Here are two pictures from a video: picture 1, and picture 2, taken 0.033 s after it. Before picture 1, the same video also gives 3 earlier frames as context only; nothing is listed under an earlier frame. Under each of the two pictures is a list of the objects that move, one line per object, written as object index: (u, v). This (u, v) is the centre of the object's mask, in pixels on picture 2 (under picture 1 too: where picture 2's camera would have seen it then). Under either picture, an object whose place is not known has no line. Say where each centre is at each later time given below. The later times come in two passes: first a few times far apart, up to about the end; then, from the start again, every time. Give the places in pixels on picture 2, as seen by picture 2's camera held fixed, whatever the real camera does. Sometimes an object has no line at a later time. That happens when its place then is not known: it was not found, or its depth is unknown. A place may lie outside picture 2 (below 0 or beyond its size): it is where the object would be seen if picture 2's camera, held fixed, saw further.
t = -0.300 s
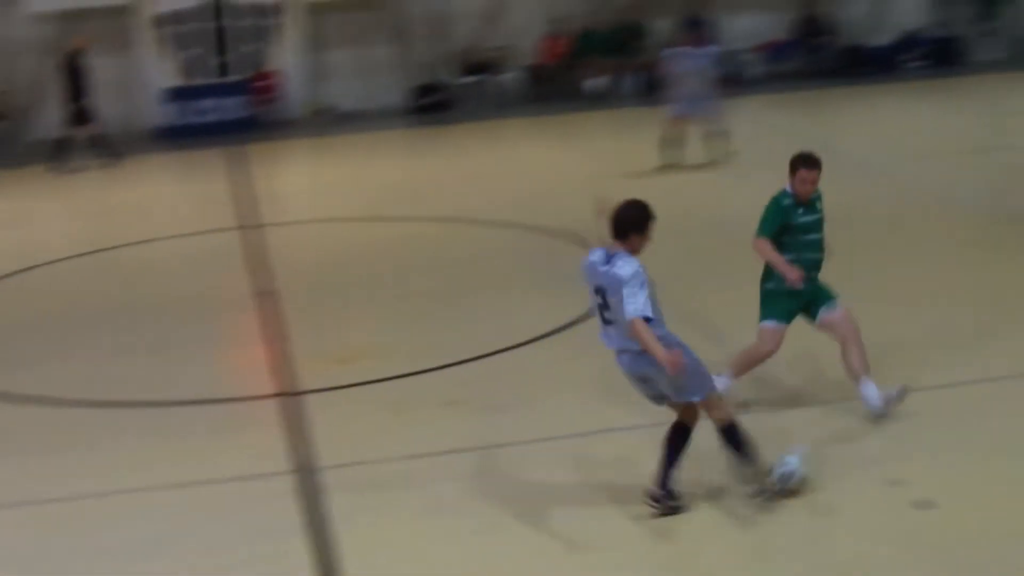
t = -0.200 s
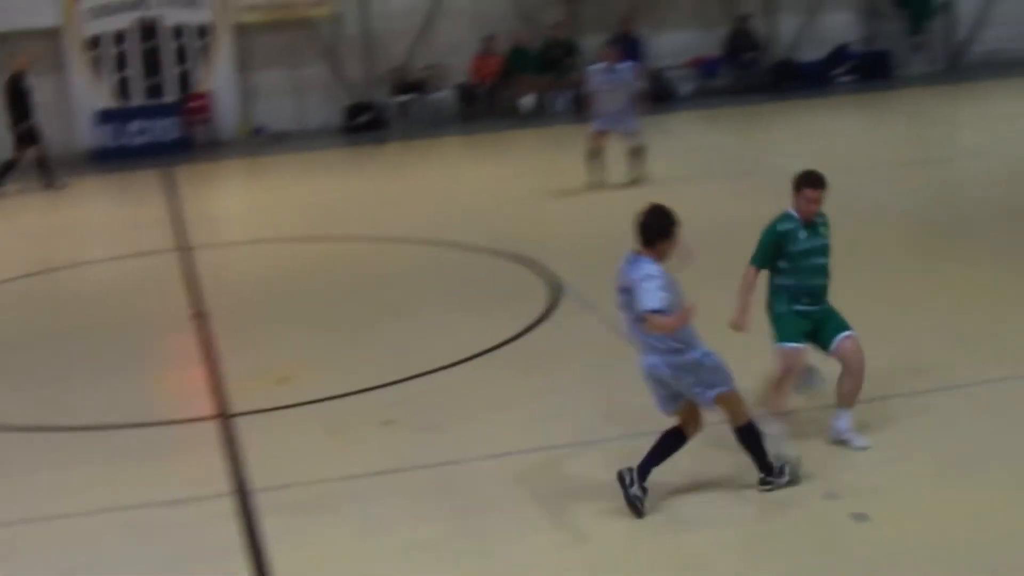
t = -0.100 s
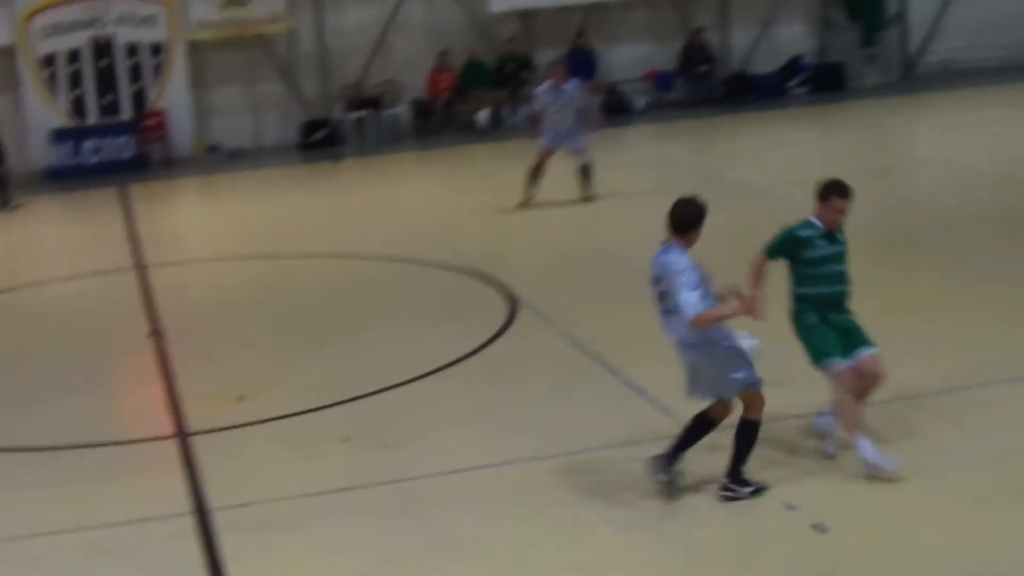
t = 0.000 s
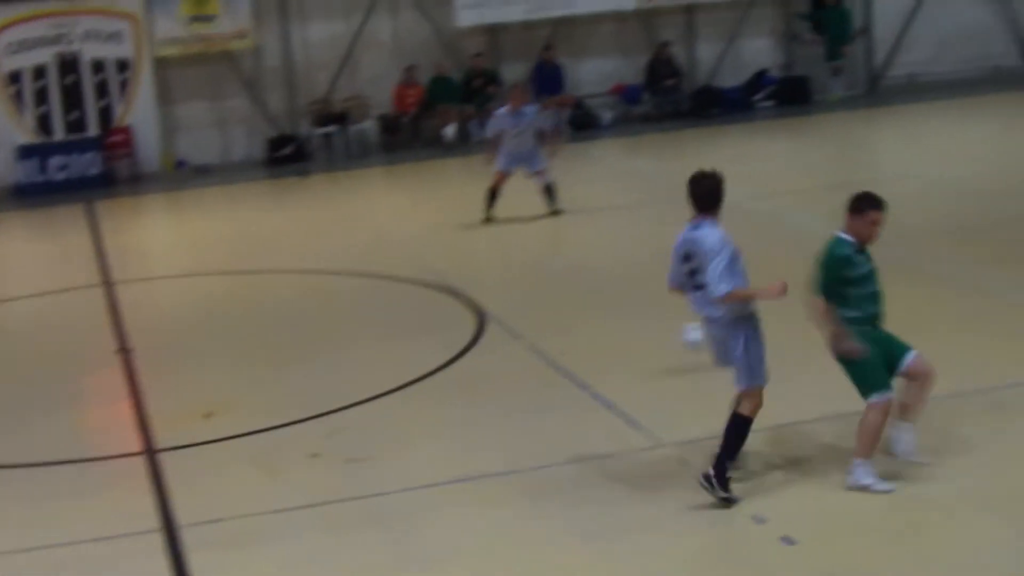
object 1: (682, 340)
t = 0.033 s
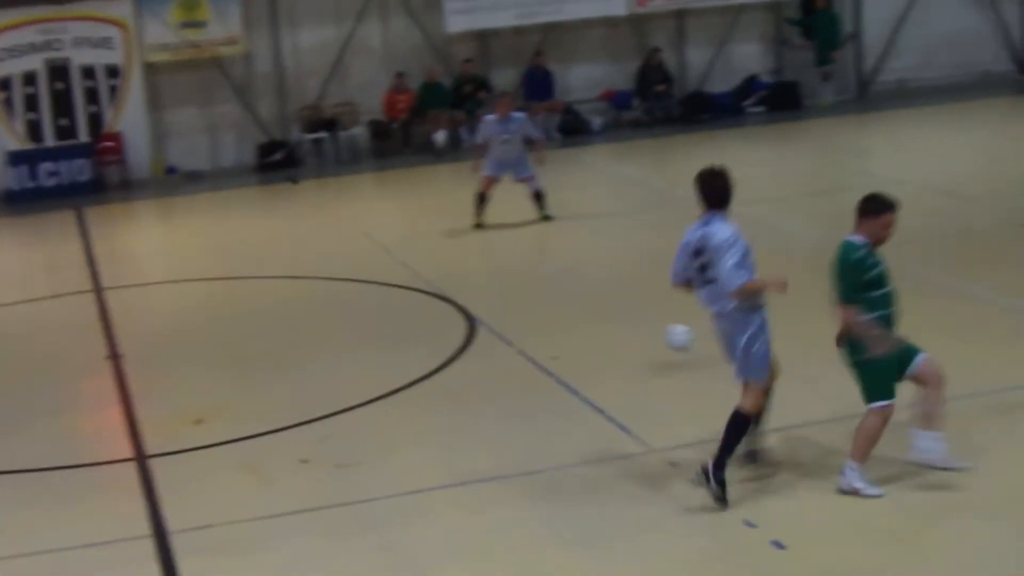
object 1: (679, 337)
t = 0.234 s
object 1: (665, 303)
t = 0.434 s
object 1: (659, 280)
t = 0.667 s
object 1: (655, 255)
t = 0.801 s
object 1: (652, 246)
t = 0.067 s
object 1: (677, 335)
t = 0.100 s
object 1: (674, 335)
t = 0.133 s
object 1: (671, 333)
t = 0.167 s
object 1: (670, 323)
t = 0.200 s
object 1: (666, 313)
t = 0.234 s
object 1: (665, 303)
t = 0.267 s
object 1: (664, 297)
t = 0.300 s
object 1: (661, 292)
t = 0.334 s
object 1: (661, 288)
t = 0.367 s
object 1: (660, 286)
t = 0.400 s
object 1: (659, 283)
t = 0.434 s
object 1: (659, 280)
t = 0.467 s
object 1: (656, 274)
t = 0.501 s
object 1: (657, 267)
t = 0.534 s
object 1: (656, 265)
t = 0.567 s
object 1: (656, 260)
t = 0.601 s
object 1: (655, 261)
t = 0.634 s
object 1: (656, 260)
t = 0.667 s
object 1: (655, 255)
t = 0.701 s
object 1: (655, 253)
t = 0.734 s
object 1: (653, 251)
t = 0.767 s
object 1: (653, 249)
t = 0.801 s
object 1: (652, 246)
